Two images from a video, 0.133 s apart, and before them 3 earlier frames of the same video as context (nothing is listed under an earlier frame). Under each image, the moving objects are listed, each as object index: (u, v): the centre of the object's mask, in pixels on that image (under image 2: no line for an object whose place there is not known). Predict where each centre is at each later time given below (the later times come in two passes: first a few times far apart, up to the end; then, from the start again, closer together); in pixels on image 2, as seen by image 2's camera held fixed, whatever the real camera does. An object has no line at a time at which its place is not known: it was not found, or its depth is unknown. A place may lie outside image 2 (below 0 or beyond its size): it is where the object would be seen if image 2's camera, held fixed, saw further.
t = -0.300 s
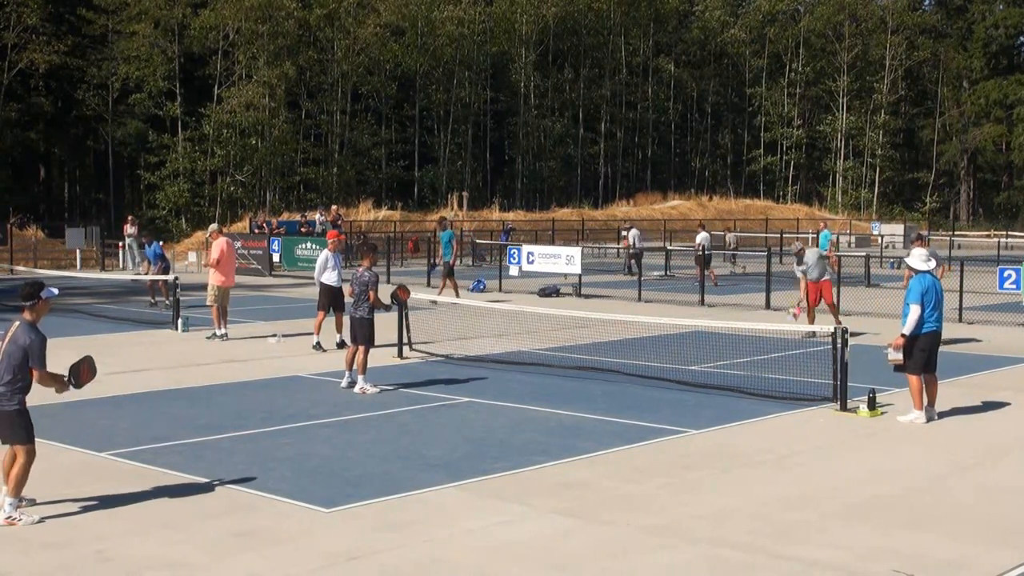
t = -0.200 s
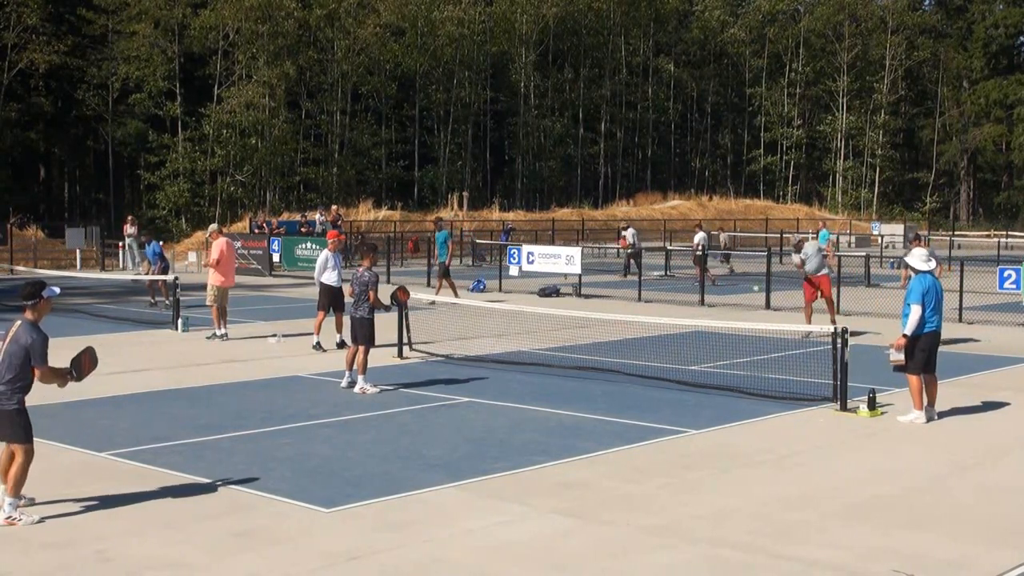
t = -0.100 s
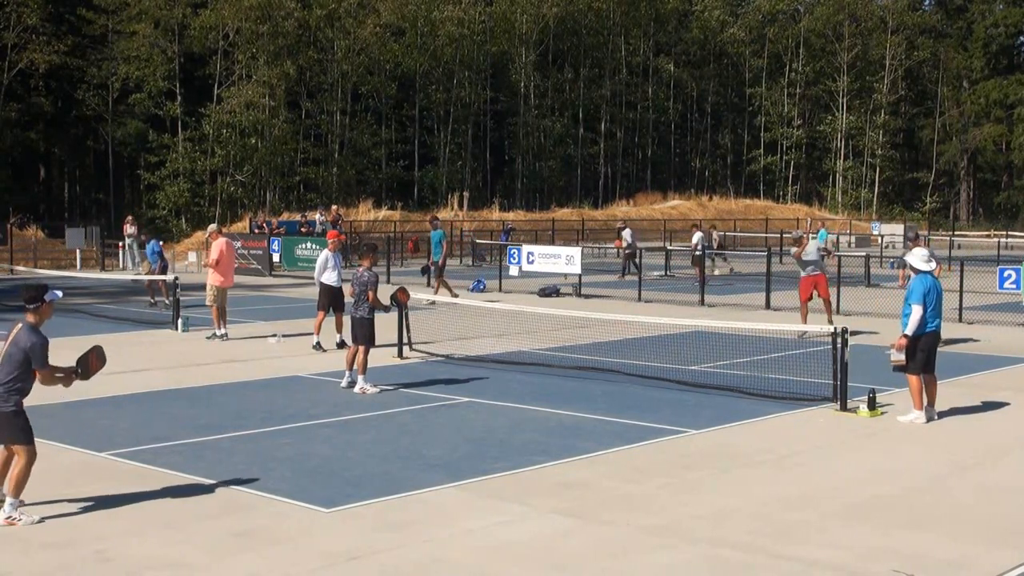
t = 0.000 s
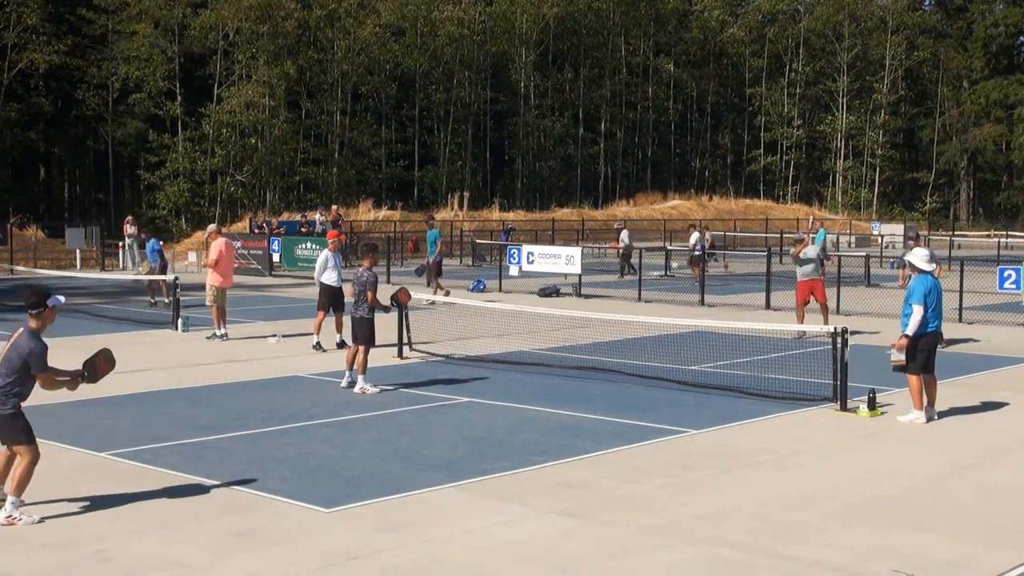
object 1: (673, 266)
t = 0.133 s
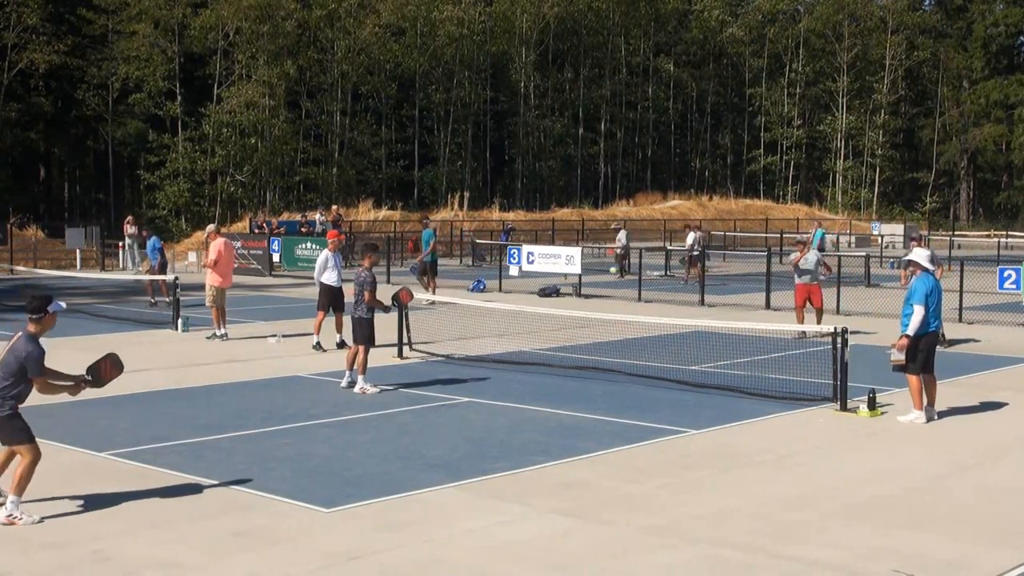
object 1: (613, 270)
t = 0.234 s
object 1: (560, 287)
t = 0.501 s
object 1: (400, 394)
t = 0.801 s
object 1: (230, 394)
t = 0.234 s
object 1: (560, 287)
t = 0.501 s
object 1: (400, 394)
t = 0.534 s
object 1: (376, 416)
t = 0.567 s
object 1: (354, 438)
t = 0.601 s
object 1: (337, 428)
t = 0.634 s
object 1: (320, 418)
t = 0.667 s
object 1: (303, 411)
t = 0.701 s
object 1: (286, 405)
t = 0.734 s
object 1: (268, 400)
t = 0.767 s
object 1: (249, 397)
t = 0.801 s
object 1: (230, 394)
